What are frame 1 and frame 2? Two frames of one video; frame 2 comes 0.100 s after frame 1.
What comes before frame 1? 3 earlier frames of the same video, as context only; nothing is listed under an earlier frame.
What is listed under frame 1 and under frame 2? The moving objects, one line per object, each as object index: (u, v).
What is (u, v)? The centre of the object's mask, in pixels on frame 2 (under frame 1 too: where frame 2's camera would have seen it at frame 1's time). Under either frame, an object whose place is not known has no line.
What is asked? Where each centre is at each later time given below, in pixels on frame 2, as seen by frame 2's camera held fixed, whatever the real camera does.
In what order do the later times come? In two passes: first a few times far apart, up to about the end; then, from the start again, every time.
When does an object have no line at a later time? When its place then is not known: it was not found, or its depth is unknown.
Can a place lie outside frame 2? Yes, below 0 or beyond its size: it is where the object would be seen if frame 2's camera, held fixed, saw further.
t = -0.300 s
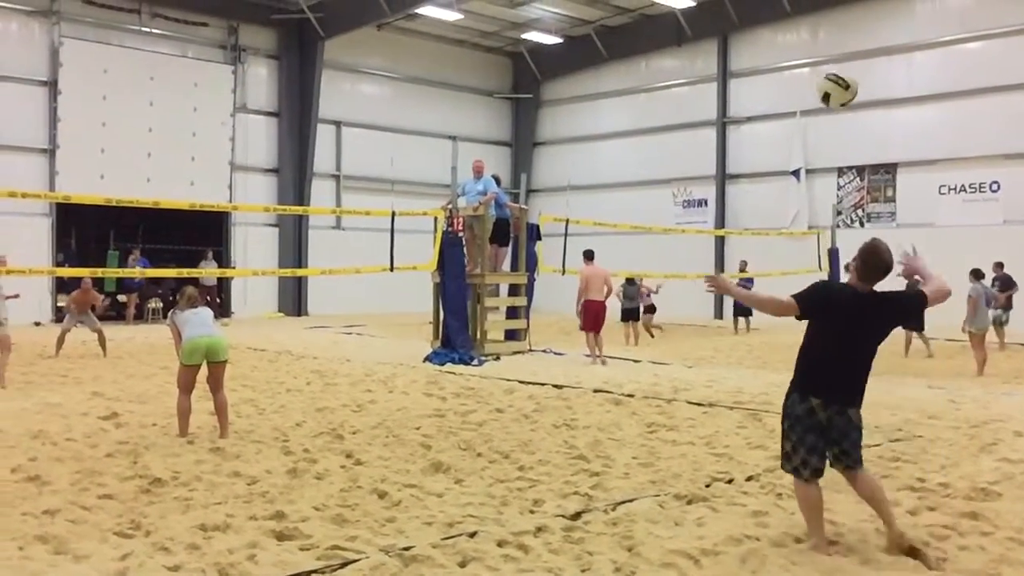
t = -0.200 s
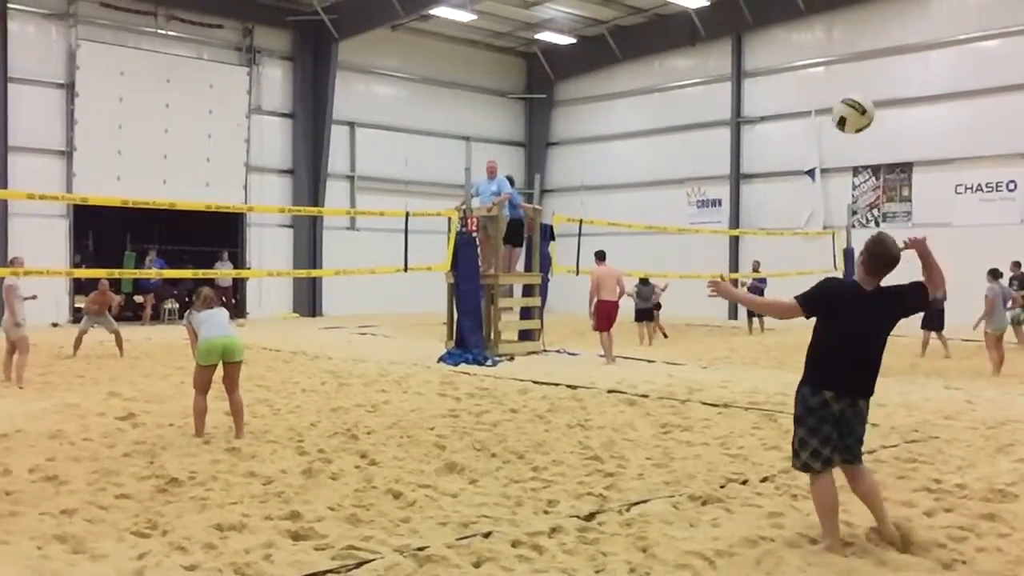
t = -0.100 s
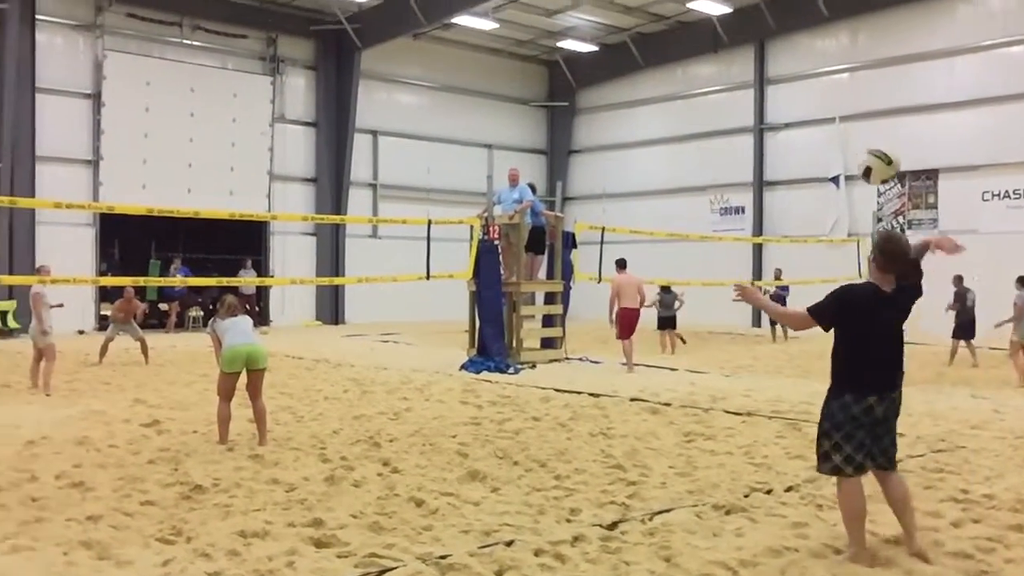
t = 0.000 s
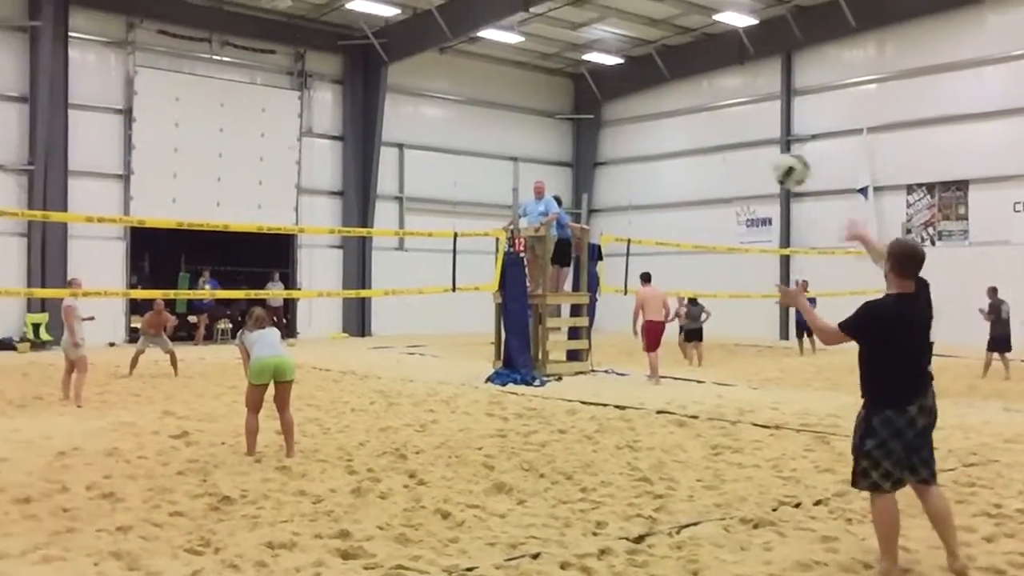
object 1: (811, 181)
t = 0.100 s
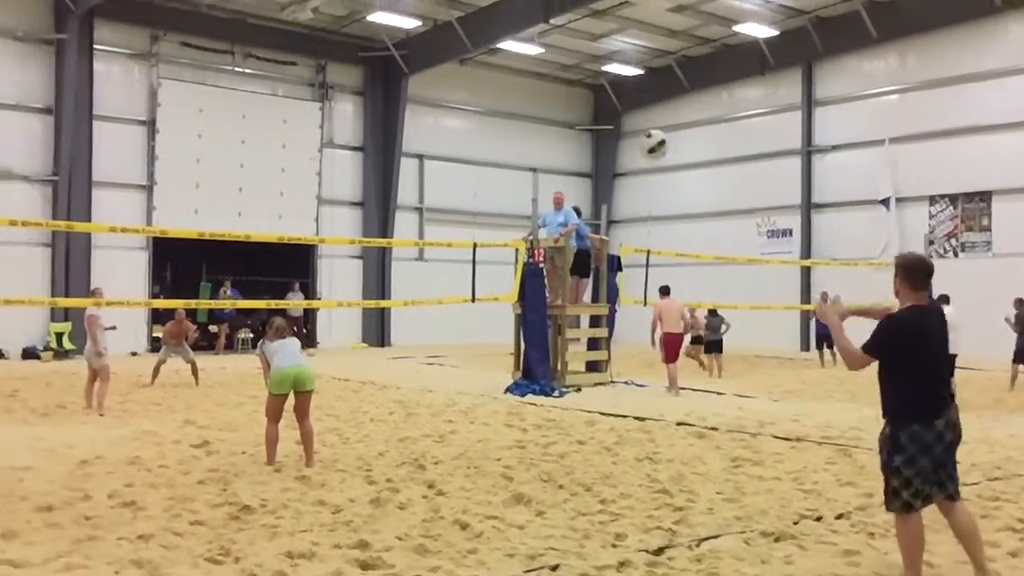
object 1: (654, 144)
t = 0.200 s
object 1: (540, 130)
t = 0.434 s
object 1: (365, 144)
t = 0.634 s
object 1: (267, 187)
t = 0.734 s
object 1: (227, 213)
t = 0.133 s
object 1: (611, 136)
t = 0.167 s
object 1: (575, 133)
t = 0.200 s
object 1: (540, 130)
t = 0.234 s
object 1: (509, 130)
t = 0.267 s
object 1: (478, 131)
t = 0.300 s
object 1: (452, 132)
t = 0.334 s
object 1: (427, 134)
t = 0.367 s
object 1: (404, 135)
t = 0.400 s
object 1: (384, 139)
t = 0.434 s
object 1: (365, 144)
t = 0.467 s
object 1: (346, 152)
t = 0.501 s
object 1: (327, 157)
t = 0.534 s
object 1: (311, 165)
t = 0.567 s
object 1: (295, 172)
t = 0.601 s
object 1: (281, 180)
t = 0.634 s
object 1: (267, 187)
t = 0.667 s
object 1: (254, 196)
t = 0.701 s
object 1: (241, 205)
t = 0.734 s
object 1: (227, 213)
